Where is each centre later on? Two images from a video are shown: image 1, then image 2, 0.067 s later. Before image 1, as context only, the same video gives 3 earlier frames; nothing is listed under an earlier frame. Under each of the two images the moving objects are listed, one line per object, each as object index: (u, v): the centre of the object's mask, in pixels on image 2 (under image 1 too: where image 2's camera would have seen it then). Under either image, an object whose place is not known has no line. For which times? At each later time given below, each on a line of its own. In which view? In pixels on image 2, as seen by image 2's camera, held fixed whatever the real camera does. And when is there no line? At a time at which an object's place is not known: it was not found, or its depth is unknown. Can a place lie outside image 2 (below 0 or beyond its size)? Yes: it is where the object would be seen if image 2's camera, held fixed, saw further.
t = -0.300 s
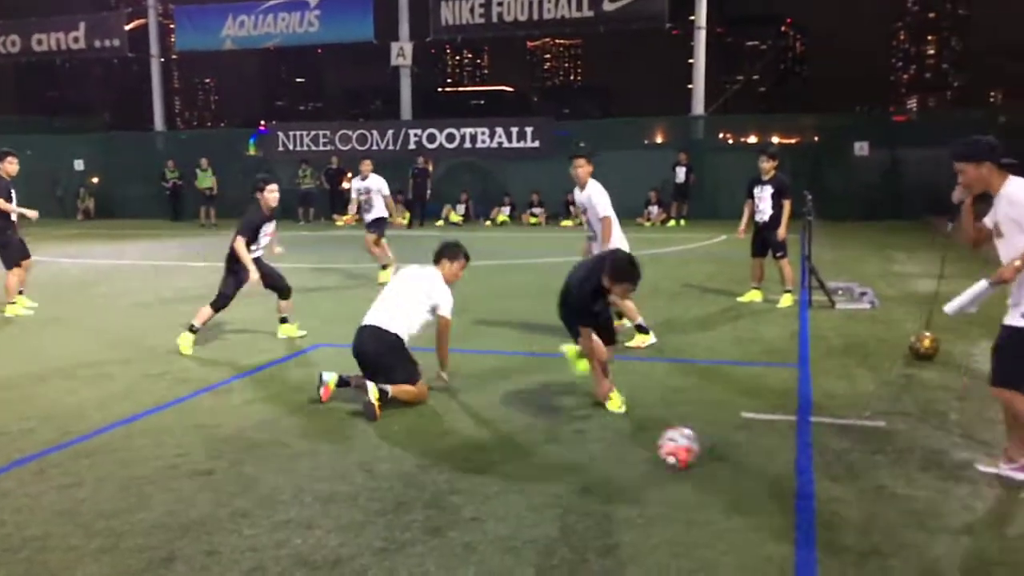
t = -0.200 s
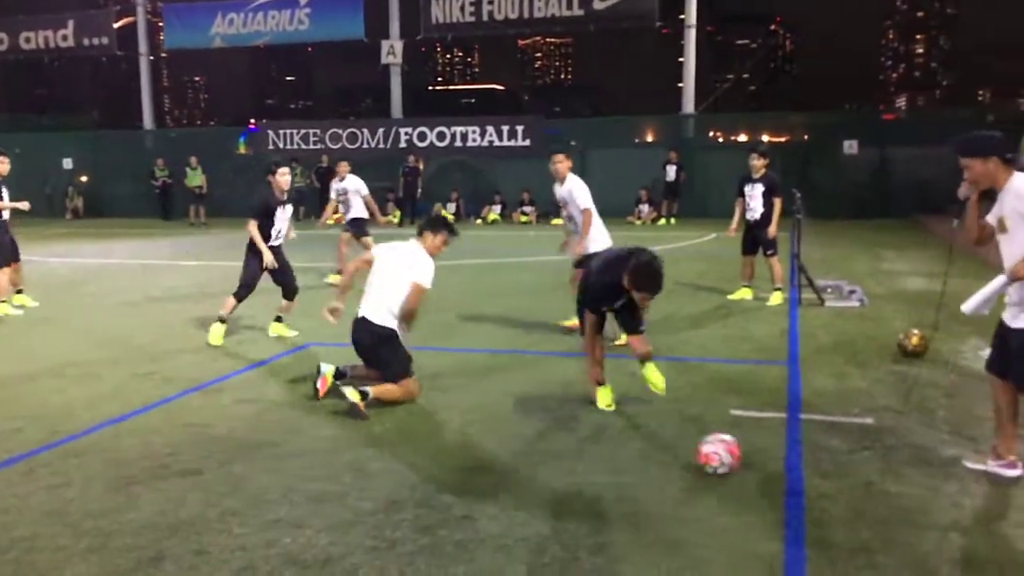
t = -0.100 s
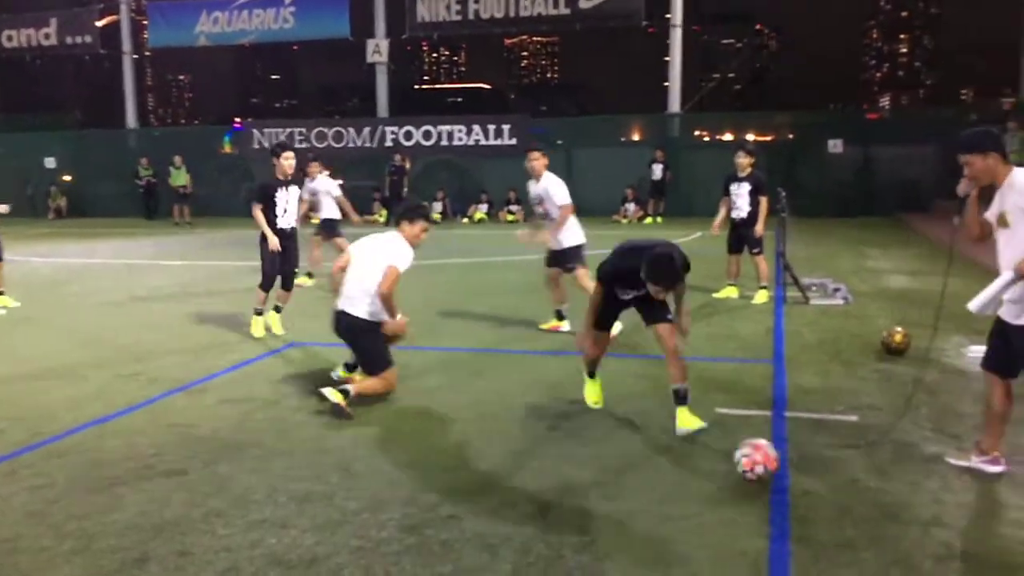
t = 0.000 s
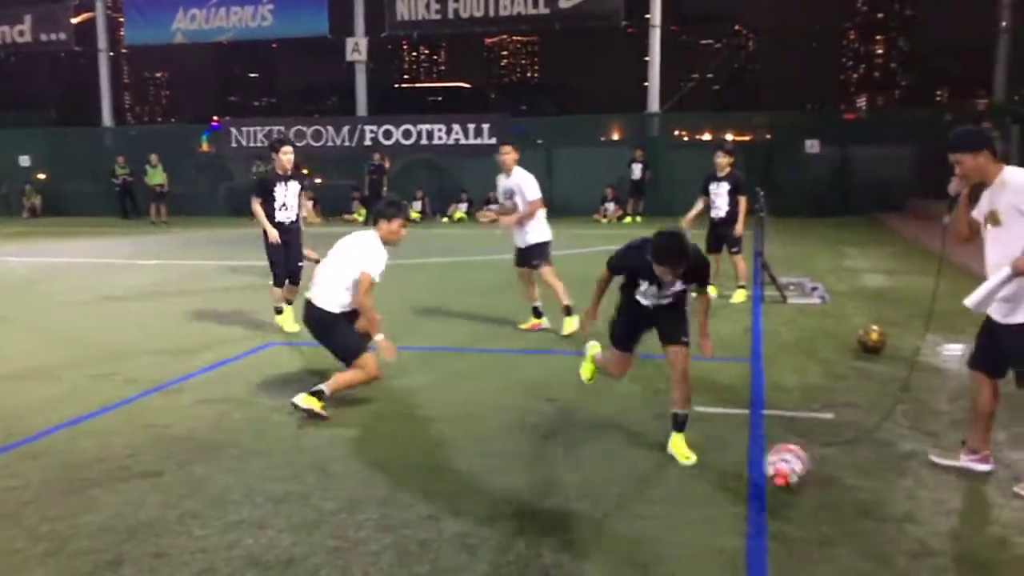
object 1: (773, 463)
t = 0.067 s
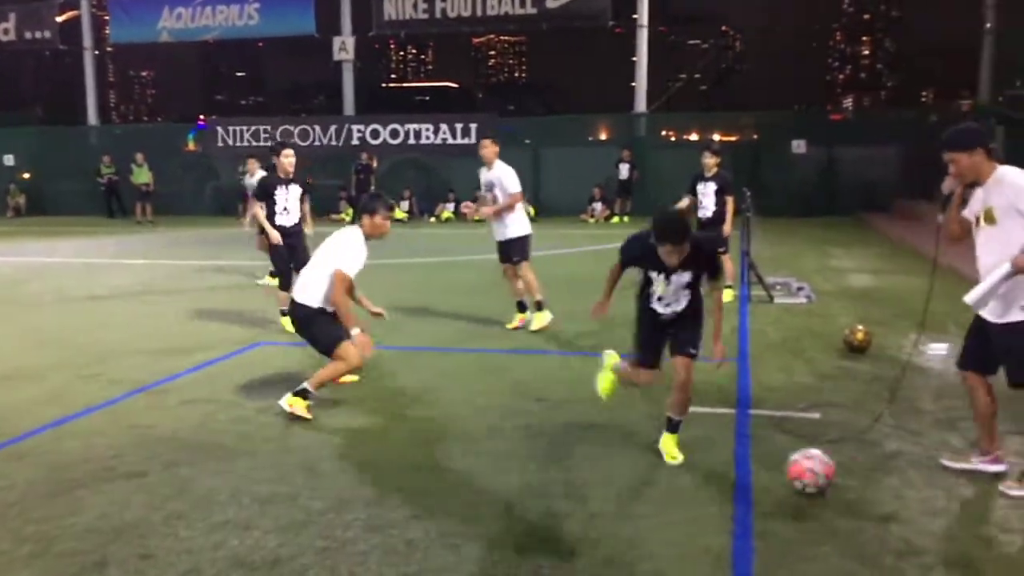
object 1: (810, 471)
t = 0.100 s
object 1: (830, 475)
